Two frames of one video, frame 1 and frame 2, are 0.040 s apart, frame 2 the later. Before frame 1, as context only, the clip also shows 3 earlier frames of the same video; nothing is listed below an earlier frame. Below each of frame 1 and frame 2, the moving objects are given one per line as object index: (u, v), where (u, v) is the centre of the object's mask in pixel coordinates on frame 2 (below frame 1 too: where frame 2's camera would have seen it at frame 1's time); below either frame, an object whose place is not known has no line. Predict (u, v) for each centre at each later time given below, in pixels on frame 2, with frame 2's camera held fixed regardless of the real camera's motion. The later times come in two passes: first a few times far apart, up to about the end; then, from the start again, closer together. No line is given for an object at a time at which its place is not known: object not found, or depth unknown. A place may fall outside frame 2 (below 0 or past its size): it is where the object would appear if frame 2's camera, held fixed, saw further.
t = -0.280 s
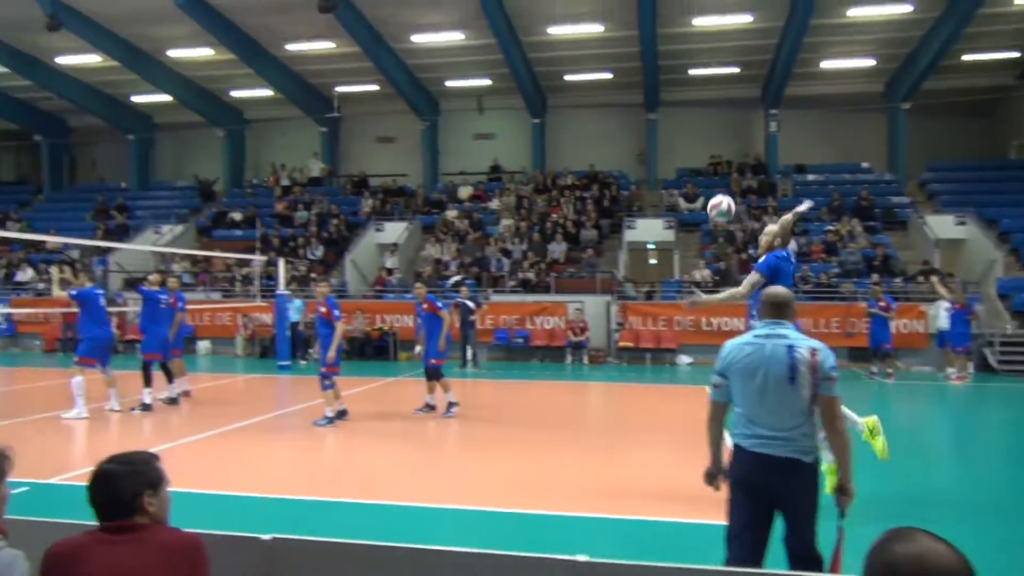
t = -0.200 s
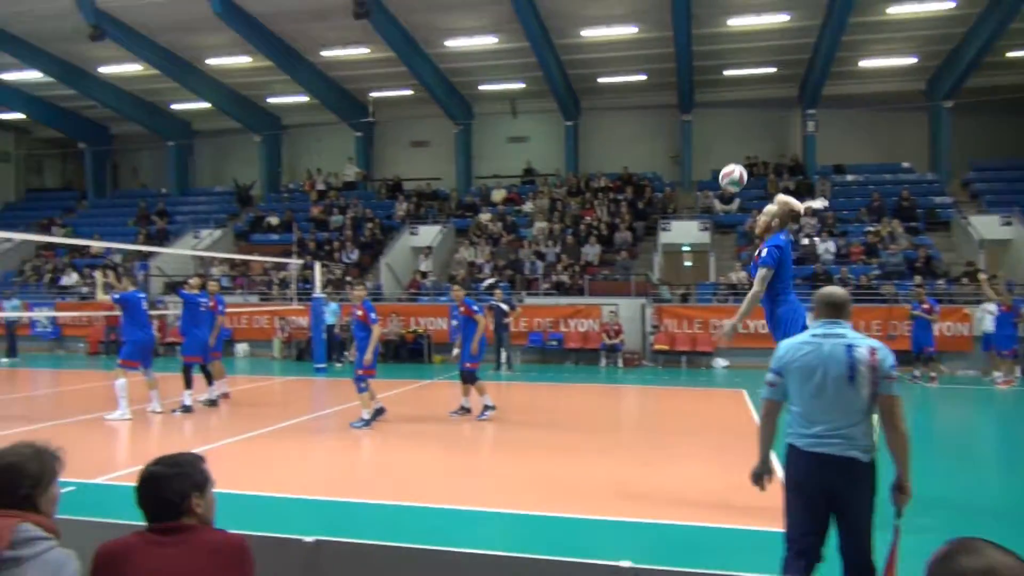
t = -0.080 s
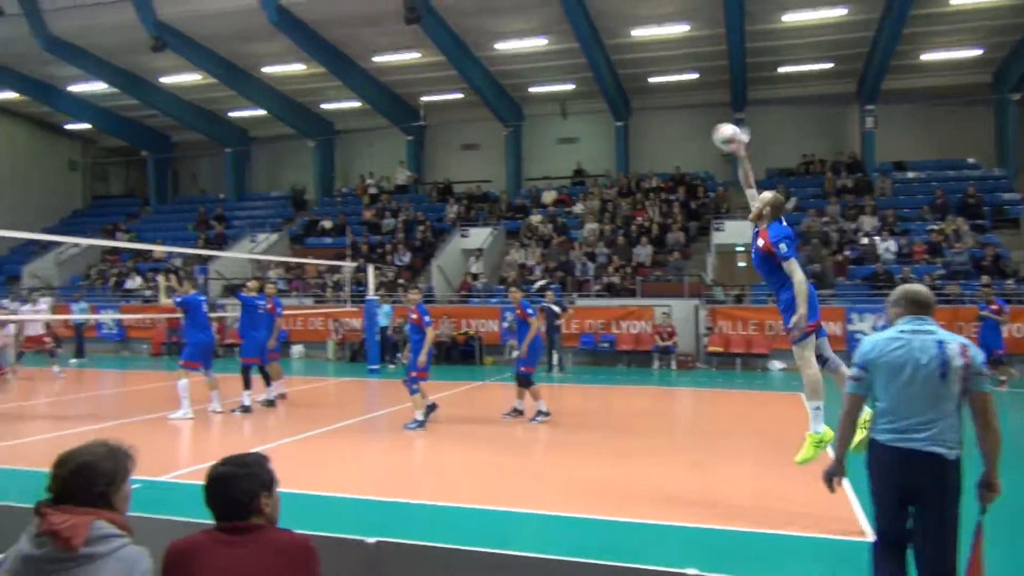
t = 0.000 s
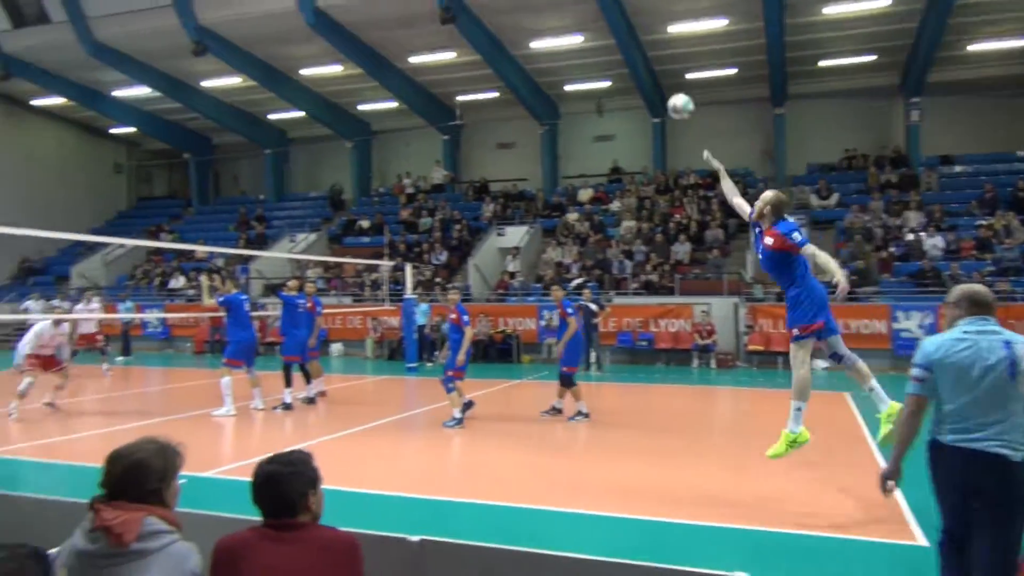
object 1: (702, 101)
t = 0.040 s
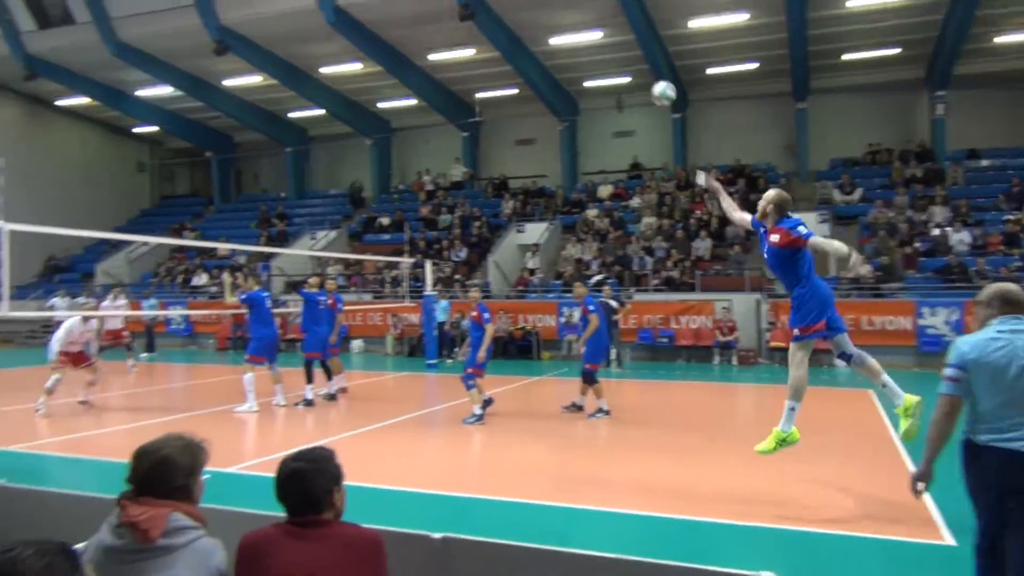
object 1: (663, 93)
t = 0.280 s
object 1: (490, 83)
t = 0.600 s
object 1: (349, 133)
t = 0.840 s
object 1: (278, 200)
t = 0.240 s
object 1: (514, 80)
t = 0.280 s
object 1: (490, 83)
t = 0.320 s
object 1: (469, 86)
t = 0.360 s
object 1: (448, 90)
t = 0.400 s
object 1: (429, 95)
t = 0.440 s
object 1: (411, 101)
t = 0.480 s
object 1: (393, 108)
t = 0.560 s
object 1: (363, 124)
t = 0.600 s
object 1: (349, 133)
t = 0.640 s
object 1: (335, 143)
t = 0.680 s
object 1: (321, 154)
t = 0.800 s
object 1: (288, 188)
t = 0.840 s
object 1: (278, 200)
